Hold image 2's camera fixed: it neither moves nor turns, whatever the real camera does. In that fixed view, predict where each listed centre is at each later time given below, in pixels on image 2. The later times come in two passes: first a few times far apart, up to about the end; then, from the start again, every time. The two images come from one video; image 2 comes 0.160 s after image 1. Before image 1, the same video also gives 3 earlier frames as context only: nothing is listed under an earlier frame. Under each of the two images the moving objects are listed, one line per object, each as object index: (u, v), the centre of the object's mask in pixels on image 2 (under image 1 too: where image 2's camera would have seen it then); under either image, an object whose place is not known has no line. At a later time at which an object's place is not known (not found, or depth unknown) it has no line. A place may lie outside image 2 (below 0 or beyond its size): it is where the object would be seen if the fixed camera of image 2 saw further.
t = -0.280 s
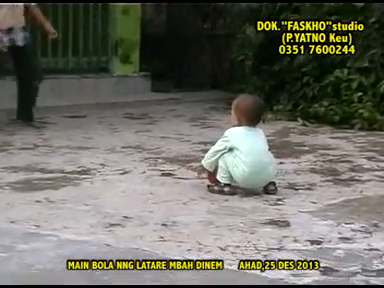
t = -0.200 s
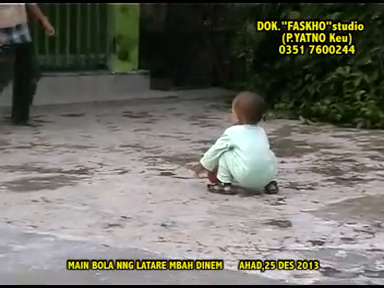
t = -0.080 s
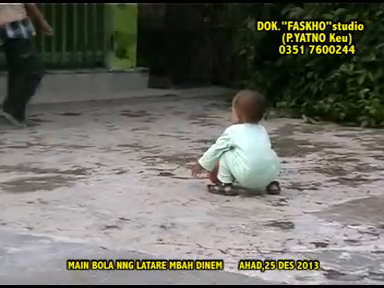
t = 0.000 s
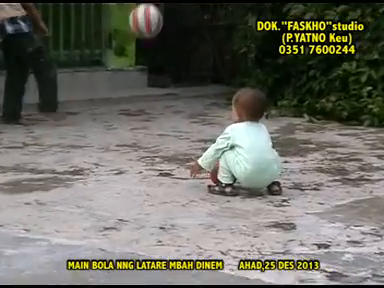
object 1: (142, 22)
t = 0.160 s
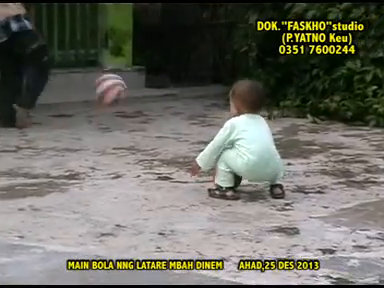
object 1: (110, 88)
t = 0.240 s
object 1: (102, 58)
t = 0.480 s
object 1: (90, 32)
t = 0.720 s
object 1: (74, 84)
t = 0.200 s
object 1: (106, 72)
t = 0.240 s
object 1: (102, 58)
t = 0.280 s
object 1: (100, 48)
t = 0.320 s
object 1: (99, 41)
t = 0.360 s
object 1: (97, 36)
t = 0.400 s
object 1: (95, 32)
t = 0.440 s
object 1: (94, 30)
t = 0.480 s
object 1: (90, 32)
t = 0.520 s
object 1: (87, 33)
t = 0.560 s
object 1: (86, 40)
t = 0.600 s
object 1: (83, 47)
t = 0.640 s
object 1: (80, 57)
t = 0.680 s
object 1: (77, 68)
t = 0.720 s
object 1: (74, 84)
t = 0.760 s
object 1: (72, 101)
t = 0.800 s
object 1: (71, 96)
